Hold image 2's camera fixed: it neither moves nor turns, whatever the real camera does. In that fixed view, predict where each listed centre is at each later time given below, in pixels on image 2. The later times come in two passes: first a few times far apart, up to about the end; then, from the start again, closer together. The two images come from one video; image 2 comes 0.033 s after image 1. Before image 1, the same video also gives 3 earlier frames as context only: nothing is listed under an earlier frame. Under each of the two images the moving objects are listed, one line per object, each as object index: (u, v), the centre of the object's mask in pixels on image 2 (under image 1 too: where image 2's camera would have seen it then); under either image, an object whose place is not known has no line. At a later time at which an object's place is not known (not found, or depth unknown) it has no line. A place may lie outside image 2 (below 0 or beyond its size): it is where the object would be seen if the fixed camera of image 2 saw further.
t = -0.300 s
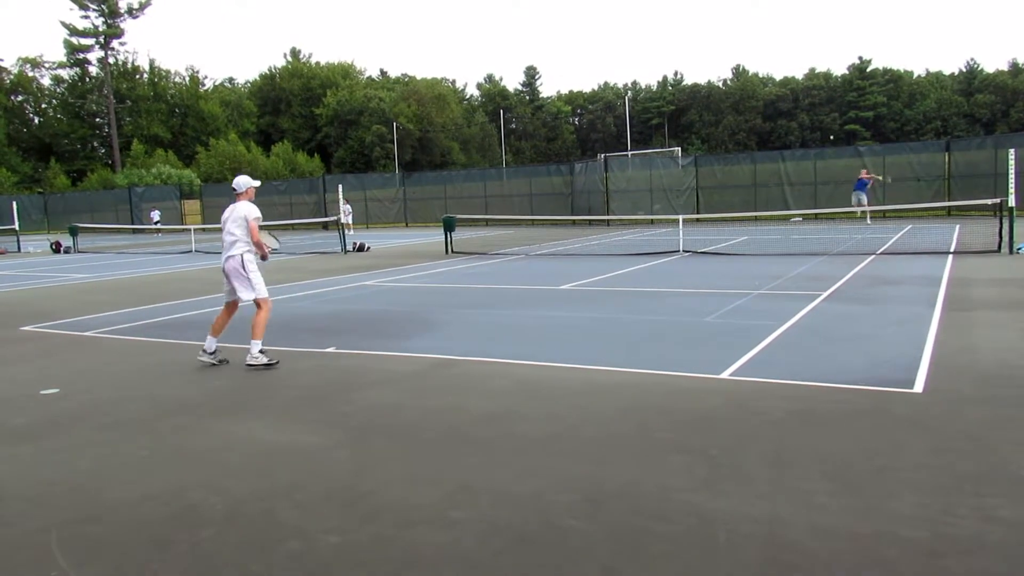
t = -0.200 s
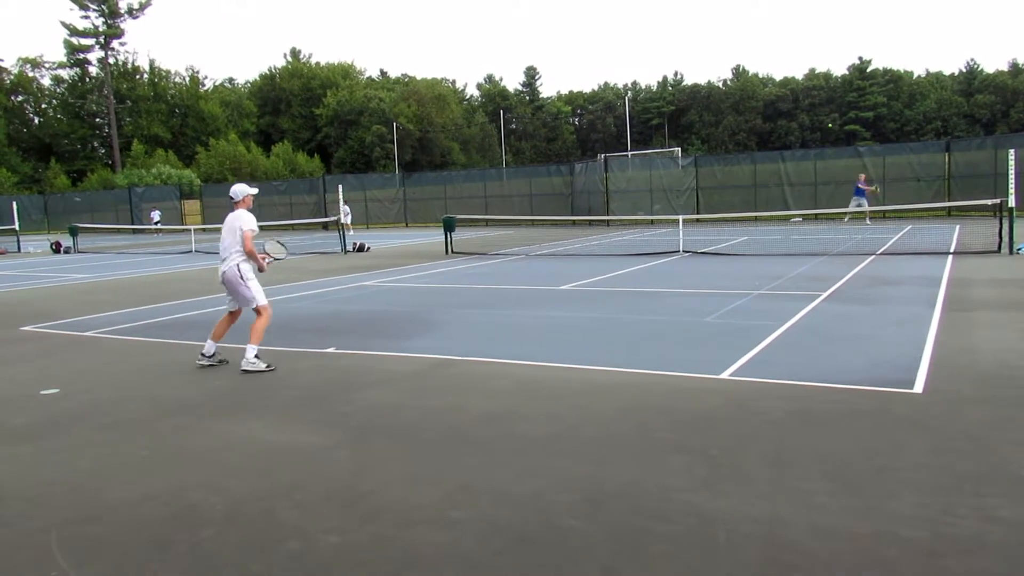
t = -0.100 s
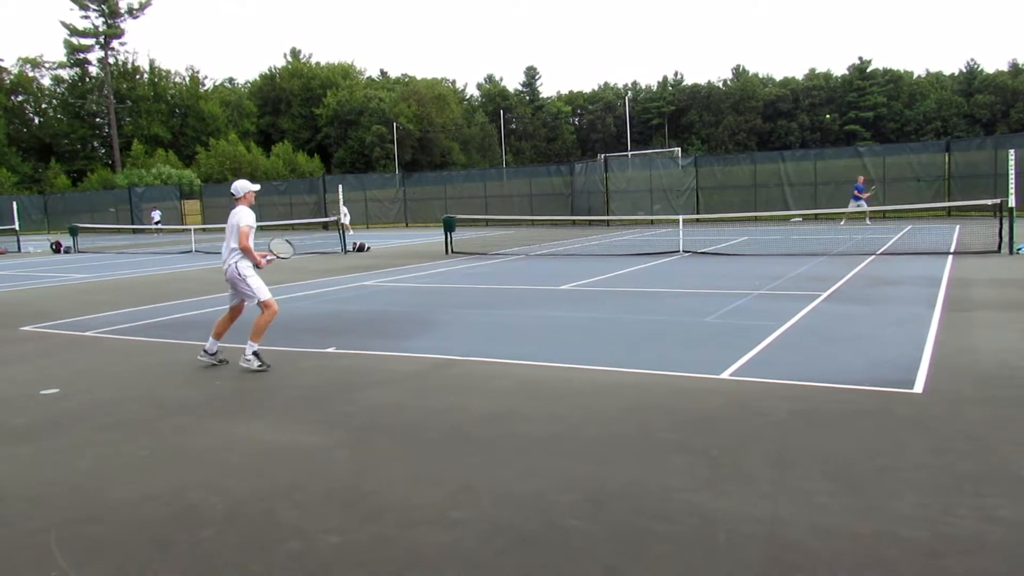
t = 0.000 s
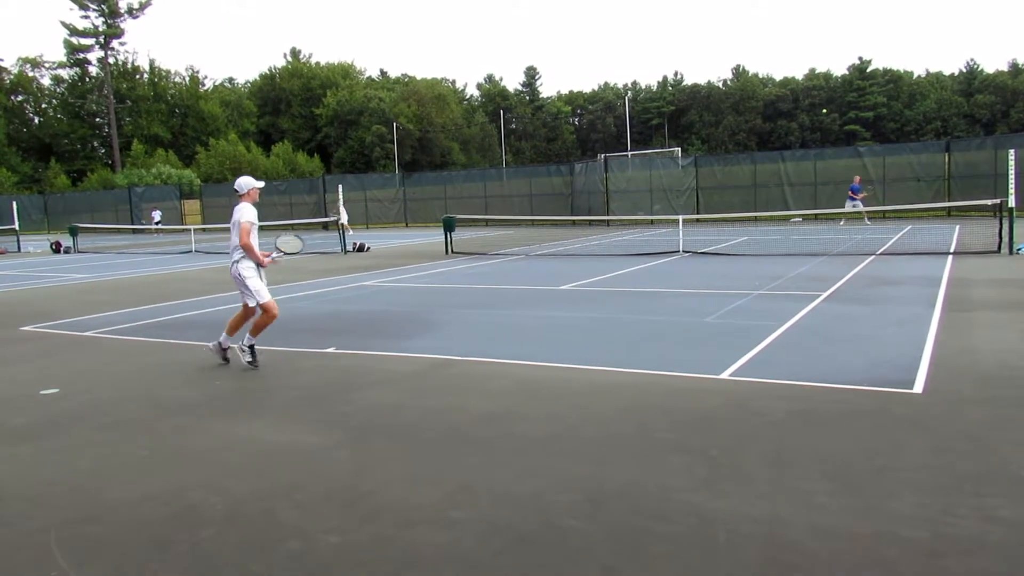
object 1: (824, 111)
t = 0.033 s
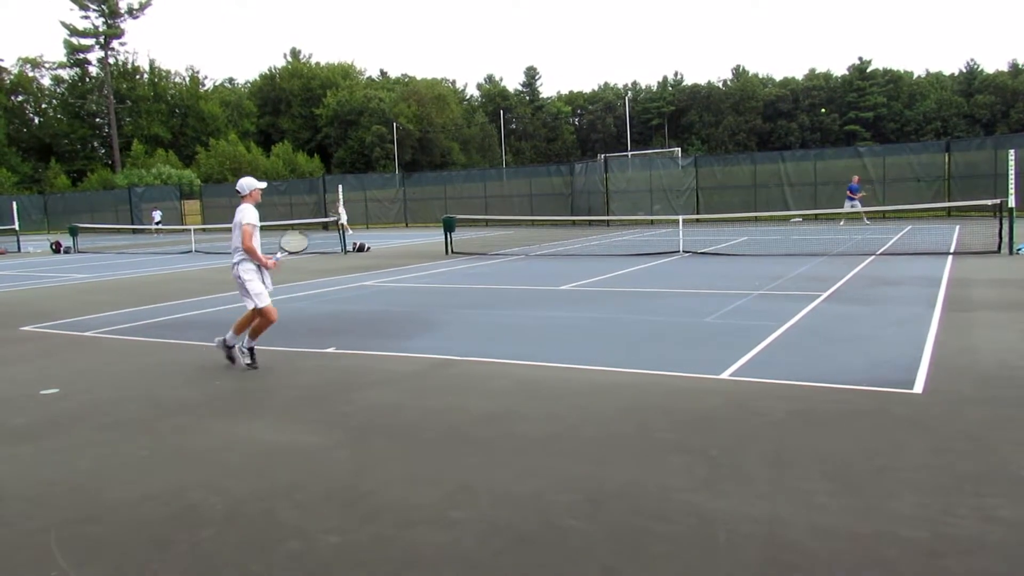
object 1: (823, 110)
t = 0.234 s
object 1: (813, 120)
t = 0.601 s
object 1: (779, 228)
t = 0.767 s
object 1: (756, 282)
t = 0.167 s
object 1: (817, 114)
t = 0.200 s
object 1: (815, 116)
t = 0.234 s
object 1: (813, 120)
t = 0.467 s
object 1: (794, 170)
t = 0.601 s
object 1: (779, 228)
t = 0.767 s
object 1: (756, 282)
